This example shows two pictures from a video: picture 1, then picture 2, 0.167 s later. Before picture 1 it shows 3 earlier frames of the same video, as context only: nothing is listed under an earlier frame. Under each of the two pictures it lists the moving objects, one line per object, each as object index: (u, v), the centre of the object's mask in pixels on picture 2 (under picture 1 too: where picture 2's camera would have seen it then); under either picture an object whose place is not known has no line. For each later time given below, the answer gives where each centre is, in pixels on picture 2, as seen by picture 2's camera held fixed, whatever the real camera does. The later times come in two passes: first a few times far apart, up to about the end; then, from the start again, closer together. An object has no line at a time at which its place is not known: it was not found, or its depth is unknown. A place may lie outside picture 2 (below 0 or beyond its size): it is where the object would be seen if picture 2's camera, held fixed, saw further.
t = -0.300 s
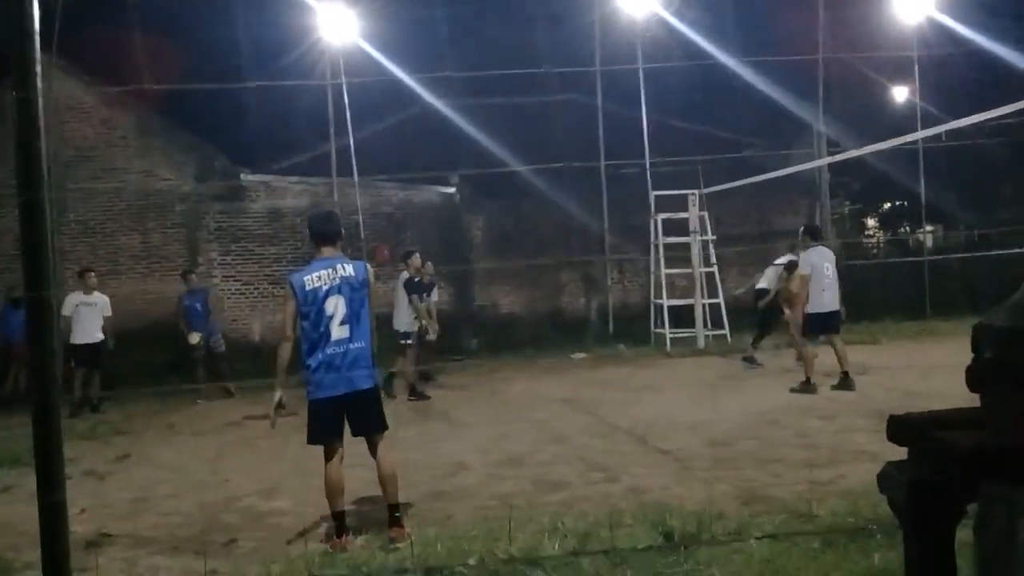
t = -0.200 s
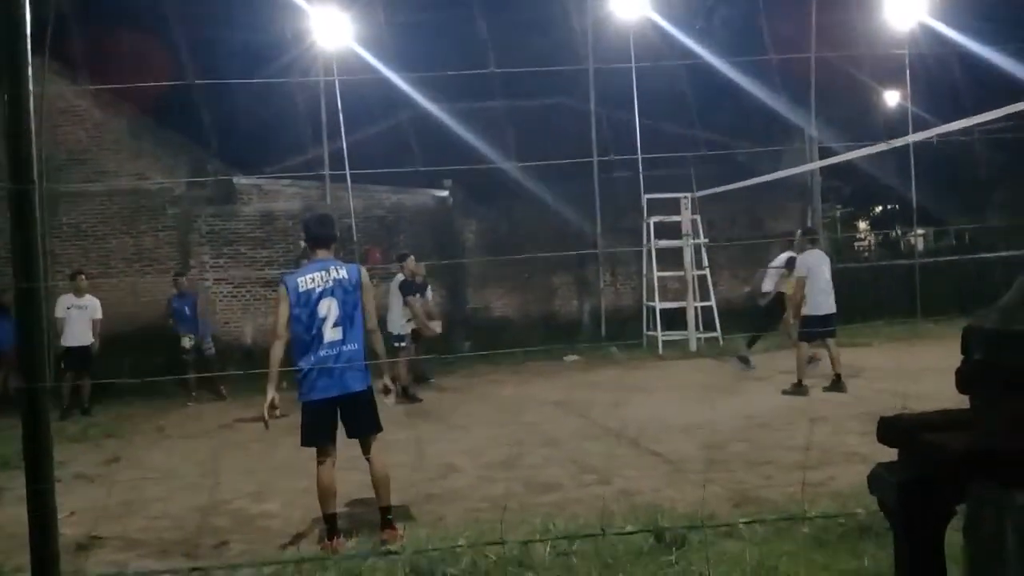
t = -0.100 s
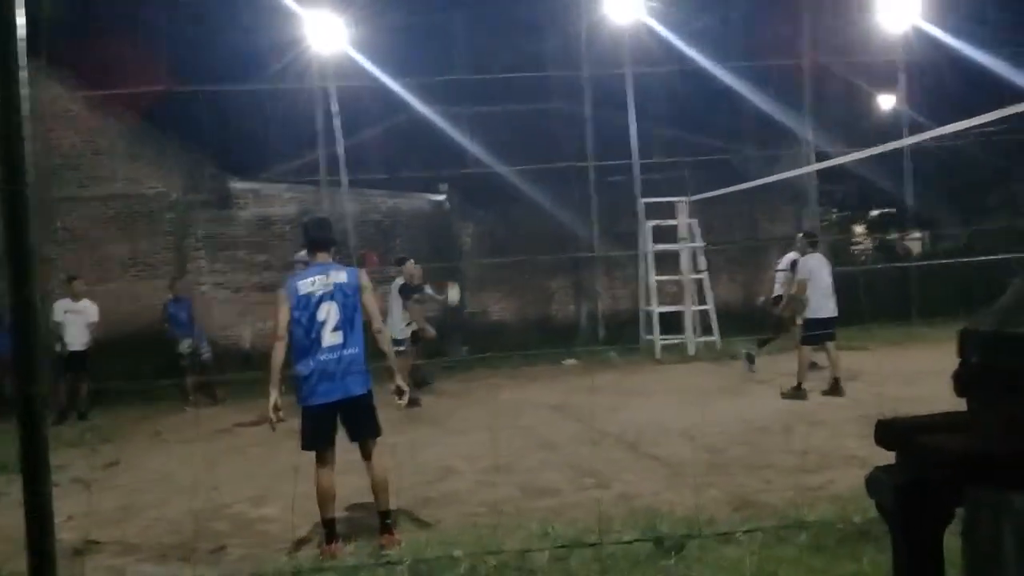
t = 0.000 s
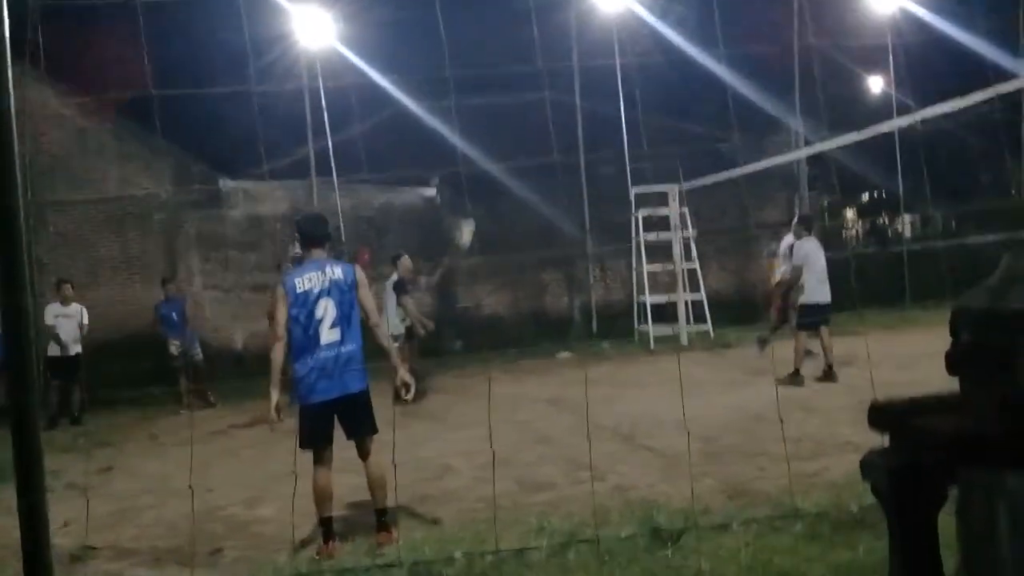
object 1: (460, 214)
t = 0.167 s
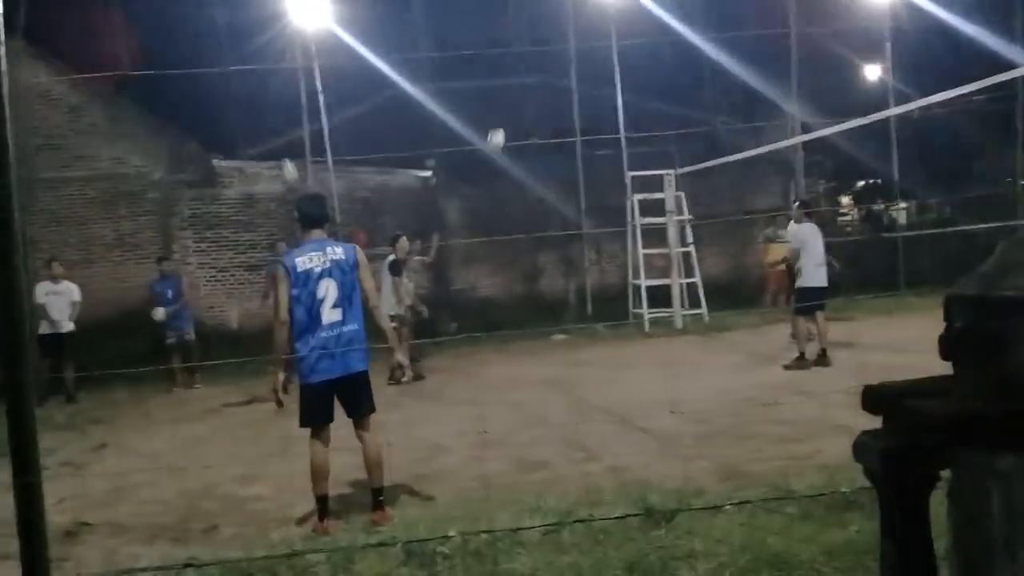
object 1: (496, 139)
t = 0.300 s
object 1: (525, 92)
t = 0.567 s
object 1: (590, 40)
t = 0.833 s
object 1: (666, 51)
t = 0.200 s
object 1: (503, 127)
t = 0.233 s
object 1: (509, 115)
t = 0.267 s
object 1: (517, 103)
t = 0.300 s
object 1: (525, 92)
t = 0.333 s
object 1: (533, 82)
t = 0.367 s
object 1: (541, 73)
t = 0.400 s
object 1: (549, 66)
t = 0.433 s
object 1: (557, 59)
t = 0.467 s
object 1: (565, 53)
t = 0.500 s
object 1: (573, 48)
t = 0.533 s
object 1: (582, 43)
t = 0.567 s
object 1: (590, 40)
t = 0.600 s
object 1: (599, 37)
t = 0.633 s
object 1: (609, 36)
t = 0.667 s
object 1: (619, 35)
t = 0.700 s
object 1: (628, 36)
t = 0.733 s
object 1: (637, 38)
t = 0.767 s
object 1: (647, 42)
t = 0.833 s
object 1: (666, 51)
